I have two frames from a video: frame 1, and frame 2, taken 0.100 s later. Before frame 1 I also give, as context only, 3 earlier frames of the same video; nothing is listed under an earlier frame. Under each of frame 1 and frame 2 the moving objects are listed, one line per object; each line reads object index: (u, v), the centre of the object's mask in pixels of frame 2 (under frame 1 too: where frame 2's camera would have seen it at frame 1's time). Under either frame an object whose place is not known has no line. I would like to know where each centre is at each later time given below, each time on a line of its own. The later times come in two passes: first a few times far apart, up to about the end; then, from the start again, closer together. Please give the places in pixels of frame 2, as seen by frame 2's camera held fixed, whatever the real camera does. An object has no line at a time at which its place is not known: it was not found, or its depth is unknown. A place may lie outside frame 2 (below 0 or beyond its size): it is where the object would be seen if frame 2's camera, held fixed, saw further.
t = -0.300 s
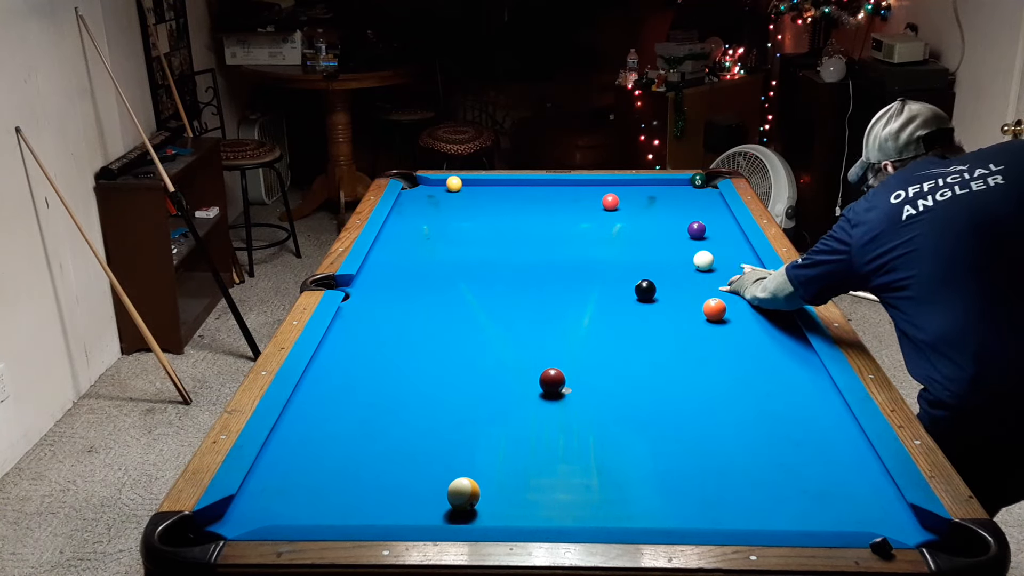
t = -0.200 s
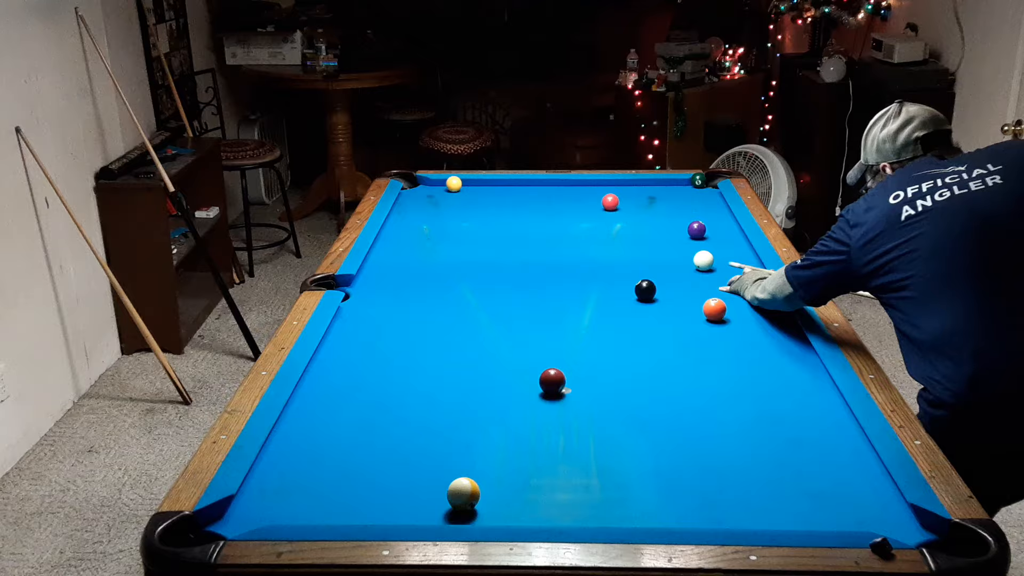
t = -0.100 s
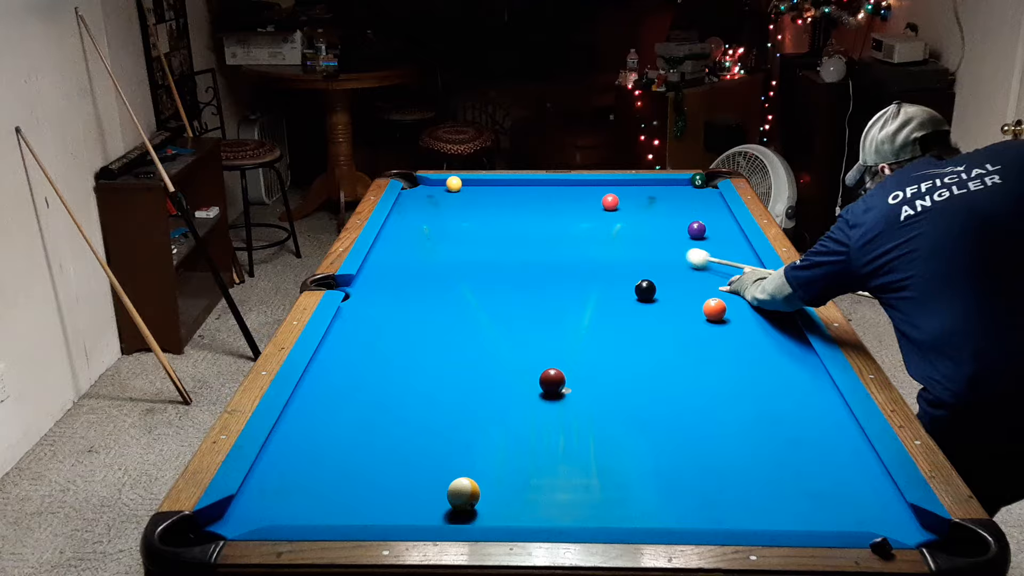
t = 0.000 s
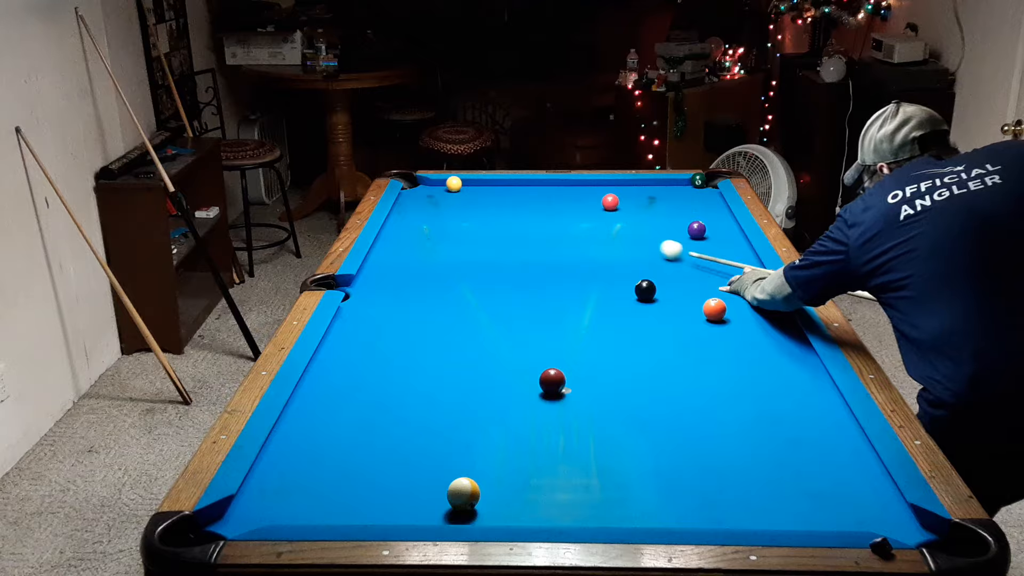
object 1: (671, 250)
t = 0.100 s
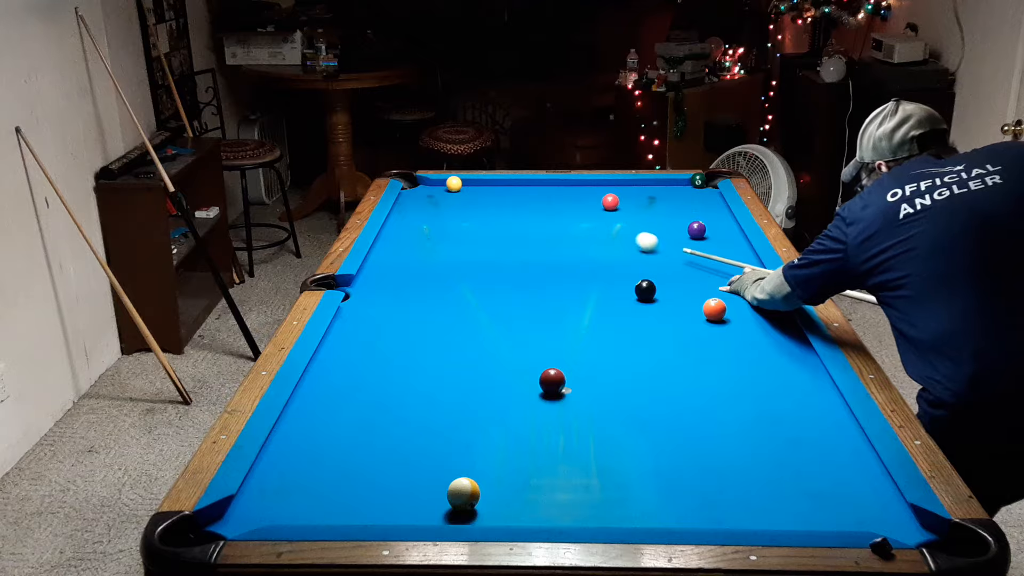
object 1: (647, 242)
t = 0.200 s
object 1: (623, 234)
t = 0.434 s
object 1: (574, 219)
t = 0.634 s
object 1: (536, 207)
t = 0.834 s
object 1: (502, 196)
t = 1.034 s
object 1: (471, 186)
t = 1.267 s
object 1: (469, 184)
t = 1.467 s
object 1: (468, 189)
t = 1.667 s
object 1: (467, 193)
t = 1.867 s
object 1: (466, 198)
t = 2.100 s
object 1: (465, 203)
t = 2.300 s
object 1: (464, 208)
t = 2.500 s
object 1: (464, 212)
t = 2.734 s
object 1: (463, 216)
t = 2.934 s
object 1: (462, 220)
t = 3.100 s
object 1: (461, 223)
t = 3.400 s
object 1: (459, 227)
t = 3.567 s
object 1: (458, 230)
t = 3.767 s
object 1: (457, 232)
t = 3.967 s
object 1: (456, 235)
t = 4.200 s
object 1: (455, 237)
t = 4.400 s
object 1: (454, 239)
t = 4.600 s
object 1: (453, 241)
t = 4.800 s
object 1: (453, 242)
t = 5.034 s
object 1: (454, 242)
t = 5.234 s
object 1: (453, 243)
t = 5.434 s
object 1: (453, 243)
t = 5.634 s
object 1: (453, 243)
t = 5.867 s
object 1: (453, 243)
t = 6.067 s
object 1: (453, 243)
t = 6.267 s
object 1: (453, 243)
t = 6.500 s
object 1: (453, 243)
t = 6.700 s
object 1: (453, 243)
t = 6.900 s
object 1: (453, 243)
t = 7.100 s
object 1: (453, 243)
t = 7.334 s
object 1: (453, 243)
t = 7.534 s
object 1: (453, 243)
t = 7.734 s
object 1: (453, 243)
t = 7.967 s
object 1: (453, 243)
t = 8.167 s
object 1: (453, 243)
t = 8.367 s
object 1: (453, 243)
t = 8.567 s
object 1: (453, 243)
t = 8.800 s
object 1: (453, 243)
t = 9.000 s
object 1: (453, 243)
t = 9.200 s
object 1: (453, 243)
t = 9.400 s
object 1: (453, 243)
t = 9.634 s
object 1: (453, 243)
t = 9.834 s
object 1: (453, 243)
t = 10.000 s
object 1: (453, 243)
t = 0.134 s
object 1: (639, 239)
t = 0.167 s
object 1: (631, 237)
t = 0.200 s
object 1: (623, 234)
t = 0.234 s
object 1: (616, 232)
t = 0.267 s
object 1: (609, 230)
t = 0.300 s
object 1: (602, 228)
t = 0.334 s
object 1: (594, 225)
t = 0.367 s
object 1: (588, 223)
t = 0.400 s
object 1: (581, 221)
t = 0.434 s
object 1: (574, 219)
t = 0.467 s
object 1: (568, 217)
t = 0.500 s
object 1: (561, 214)
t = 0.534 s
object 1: (555, 212)
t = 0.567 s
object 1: (549, 210)
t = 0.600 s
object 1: (542, 209)
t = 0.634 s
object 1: (536, 207)
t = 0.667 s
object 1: (531, 205)
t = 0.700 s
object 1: (525, 203)
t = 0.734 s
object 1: (519, 201)
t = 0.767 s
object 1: (513, 199)
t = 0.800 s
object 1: (508, 197)
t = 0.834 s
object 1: (502, 196)
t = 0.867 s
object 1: (497, 194)
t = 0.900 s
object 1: (491, 192)
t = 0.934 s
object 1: (486, 190)
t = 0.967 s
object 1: (481, 189)
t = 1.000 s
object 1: (476, 187)
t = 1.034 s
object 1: (471, 186)
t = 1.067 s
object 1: (469, 185)
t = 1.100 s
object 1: (470, 183)
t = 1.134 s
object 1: (470, 182)
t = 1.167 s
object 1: (470, 182)
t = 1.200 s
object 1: (470, 183)
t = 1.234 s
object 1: (469, 183)
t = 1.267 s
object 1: (469, 184)
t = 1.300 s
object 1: (469, 185)
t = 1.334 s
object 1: (469, 186)
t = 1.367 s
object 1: (469, 187)
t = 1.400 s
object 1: (468, 187)
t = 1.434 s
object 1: (468, 188)
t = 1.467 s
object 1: (468, 189)
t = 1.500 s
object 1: (468, 190)
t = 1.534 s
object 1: (468, 190)
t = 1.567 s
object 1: (468, 191)
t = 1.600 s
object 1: (468, 192)
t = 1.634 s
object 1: (467, 193)
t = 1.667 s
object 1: (467, 193)
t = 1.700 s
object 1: (467, 194)
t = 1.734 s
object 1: (467, 195)
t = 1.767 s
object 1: (467, 196)
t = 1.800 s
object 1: (467, 197)
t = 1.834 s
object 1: (466, 197)
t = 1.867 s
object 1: (466, 198)
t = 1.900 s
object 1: (466, 199)
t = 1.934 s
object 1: (466, 200)
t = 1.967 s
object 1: (466, 200)
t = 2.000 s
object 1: (466, 201)
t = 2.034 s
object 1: (465, 202)
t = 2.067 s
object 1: (465, 203)
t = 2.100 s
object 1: (465, 203)
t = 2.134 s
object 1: (465, 204)
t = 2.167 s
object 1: (465, 205)
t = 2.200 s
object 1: (465, 205)
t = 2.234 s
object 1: (465, 206)
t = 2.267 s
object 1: (464, 207)
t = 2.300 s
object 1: (464, 208)
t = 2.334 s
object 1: (464, 208)
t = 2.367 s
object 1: (464, 209)
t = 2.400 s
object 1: (464, 210)
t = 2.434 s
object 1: (464, 210)
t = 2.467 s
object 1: (464, 211)
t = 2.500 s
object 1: (464, 212)
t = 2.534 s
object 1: (464, 212)
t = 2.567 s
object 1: (463, 213)
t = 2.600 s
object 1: (463, 214)
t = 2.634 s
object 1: (463, 214)
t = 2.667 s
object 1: (463, 215)
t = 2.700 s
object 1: (463, 215)
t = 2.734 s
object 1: (463, 216)
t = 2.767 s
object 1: (462, 217)
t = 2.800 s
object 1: (462, 217)
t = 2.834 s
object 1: (462, 218)
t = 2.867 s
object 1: (462, 218)
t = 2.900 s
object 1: (462, 219)
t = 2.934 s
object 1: (462, 220)
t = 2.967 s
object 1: (462, 220)
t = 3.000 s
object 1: (461, 221)
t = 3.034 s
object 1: (461, 222)
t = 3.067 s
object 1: (461, 222)
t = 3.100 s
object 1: (461, 223)
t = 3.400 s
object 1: (459, 227)
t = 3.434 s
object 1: (459, 228)
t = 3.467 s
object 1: (458, 228)
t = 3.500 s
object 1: (458, 229)
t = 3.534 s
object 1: (458, 229)
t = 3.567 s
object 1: (458, 230)
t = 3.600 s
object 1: (458, 230)
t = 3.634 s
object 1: (457, 231)
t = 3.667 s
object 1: (457, 231)
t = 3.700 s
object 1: (457, 232)
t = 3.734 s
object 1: (457, 232)
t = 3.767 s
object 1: (457, 232)
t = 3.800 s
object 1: (457, 233)
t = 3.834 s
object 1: (456, 233)
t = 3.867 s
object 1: (456, 234)
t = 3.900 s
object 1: (456, 234)
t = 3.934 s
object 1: (456, 234)
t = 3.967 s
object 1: (456, 235)
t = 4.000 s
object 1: (456, 235)
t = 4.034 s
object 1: (455, 236)
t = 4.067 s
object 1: (455, 236)
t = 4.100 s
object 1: (455, 236)
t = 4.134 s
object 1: (455, 237)
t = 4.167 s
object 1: (455, 237)
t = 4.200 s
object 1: (455, 237)
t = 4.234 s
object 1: (455, 238)
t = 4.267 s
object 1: (454, 238)
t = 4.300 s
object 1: (454, 238)
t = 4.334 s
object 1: (454, 239)
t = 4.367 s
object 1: (454, 239)
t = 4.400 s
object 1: (454, 239)
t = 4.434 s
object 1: (454, 239)
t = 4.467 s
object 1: (454, 240)
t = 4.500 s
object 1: (454, 240)
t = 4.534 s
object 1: (454, 240)
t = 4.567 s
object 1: (454, 240)
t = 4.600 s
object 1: (453, 241)
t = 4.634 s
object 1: (453, 241)
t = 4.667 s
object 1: (453, 241)
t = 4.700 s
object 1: (453, 241)
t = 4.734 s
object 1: (453, 241)
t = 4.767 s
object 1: (453, 241)
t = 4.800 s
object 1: (453, 242)
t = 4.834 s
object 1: (453, 242)
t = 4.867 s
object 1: (453, 242)
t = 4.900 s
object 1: (453, 242)
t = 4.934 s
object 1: (453, 242)
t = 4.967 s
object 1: (453, 242)
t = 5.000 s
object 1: (453, 242)
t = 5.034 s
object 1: (454, 242)
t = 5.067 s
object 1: (454, 242)
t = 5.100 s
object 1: (454, 242)
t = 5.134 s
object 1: (454, 243)
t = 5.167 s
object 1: (454, 243)
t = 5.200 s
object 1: (454, 243)
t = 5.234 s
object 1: (453, 243)
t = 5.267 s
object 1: (453, 243)
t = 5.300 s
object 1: (453, 243)
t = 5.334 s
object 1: (453, 243)
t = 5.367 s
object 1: (453, 243)
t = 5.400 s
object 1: (453, 243)
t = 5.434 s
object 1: (453, 243)
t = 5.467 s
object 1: (453, 243)
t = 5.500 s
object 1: (453, 243)
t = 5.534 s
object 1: (453, 243)
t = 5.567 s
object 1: (453, 243)
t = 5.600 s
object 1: (453, 243)
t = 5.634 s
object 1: (453, 243)
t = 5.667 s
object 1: (453, 243)
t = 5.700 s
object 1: (453, 243)
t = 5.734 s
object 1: (453, 243)
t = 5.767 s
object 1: (453, 243)
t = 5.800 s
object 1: (453, 243)
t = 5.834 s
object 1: (453, 243)
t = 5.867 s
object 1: (453, 243)
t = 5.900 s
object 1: (453, 243)
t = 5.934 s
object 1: (453, 243)
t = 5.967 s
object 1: (453, 243)
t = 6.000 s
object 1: (453, 243)
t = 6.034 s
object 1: (453, 243)
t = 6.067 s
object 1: (453, 243)
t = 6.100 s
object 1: (453, 243)
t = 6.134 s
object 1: (453, 243)
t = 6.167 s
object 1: (453, 243)
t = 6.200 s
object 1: (453, 243)
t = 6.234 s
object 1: (453, 243)
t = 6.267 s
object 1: (453, 243)
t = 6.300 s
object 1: (453, 243)
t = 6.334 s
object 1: (453, 243)
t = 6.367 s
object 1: (453, 243)
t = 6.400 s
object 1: (453, 243)
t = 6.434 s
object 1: (453, 243)
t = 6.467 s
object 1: (453, 243)
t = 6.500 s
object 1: (453, 243)
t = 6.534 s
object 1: (453, 243)
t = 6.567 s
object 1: (453, 243)
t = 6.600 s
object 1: (453, 243)
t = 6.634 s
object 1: (453, 243)
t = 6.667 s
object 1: (453, 243)
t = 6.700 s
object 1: (453, 243)
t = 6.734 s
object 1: (453, 243)
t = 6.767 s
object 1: (453, 243)
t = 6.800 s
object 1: (453, 243)
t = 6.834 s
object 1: (453, 243)
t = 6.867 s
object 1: (453, 243)
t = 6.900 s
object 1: (453, 243)
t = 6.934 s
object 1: (453, 243)
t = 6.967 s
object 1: (453, 243)
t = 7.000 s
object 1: (453, 243)
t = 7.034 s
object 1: (453, 243)
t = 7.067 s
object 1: (453, 243)
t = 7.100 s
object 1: (453, 243)
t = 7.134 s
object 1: (453, 243)
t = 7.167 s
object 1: (453, 243)
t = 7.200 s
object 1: (453, 243)
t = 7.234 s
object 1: (453, 243)
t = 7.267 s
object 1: (453, 243)
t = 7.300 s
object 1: (453, 243)
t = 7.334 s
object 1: (453, 243)
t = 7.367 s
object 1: (453, 243)
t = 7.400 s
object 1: (453, 243)
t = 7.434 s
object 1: (453, 243)
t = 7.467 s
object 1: (453, 243)
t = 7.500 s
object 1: (453, 243)
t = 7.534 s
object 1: (453, 243)
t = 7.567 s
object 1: (453, 243)
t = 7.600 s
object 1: (453, 243)
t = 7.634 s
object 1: (453, 243)
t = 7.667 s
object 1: (453, 243)
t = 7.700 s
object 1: (453, 243)
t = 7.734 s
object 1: (453, 243)
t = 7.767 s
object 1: (453, 243)
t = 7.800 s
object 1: (453, 243)
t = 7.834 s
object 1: (453, 243)
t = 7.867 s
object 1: (453, 243)
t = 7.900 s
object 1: (453, 243)
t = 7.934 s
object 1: (453, 243)
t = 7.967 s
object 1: (453, 243)
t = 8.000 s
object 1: (453, 243)
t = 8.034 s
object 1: (453, 243)
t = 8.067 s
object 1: (453, 243)
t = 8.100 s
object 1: (453, 243)
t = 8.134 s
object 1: (453, 243)
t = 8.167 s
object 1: (453, 243)
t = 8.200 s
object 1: (453, 243)
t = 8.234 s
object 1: (453, 243)
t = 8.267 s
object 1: (453, 243)
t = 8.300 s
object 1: (453, 243)
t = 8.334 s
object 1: (453, 243)
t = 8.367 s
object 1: (453, 243)
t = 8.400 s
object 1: (453, 243)
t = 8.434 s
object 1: (453, 243)
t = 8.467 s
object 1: (453, 243)
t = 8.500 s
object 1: (453, 243)
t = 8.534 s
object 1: (453, 243)
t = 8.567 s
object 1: (453, 243)
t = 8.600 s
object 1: (453, 243)
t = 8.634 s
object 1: (453, 243)
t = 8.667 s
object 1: (453, 243)
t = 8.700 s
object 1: (453, 243)
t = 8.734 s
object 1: (453, 243)
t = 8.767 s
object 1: (453, 243)
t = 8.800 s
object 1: (453, 243)
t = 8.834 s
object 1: (453, 243)
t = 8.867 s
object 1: (453, 243)
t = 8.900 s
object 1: (453, 243)
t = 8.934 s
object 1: (453, 243)
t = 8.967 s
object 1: (453, 243)
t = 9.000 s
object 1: (453, 243)
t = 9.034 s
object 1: (453, 243)
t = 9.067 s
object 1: (453, 243)
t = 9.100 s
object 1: (453, 243)
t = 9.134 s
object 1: (453, 243)
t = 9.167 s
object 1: (453, 243)
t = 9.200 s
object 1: (453, 243)
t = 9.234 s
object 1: (453, 243)
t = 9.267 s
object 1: (453, 243)
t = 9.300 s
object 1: (453, 243)
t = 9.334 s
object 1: (453, 243)
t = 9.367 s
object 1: (453, 243)
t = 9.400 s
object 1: (453, 243)
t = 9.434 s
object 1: (453, 243)
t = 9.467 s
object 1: (453, 243)
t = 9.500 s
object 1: (453, 243)
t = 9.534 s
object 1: (453, 243)
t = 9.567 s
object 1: (453, 243)
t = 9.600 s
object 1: (453, 243)
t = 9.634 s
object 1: (453, 243)
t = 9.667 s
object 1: (453, 243)
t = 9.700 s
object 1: (453, 243)
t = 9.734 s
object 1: (453, 243)
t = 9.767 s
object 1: (453, 243)
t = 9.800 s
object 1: (453, 243)
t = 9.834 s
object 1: (453, 243)
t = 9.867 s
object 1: (453, 243)
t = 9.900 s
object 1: (453, 243)
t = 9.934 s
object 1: (453, 243)
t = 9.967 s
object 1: (453, 243)
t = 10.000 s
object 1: (453, 243)
